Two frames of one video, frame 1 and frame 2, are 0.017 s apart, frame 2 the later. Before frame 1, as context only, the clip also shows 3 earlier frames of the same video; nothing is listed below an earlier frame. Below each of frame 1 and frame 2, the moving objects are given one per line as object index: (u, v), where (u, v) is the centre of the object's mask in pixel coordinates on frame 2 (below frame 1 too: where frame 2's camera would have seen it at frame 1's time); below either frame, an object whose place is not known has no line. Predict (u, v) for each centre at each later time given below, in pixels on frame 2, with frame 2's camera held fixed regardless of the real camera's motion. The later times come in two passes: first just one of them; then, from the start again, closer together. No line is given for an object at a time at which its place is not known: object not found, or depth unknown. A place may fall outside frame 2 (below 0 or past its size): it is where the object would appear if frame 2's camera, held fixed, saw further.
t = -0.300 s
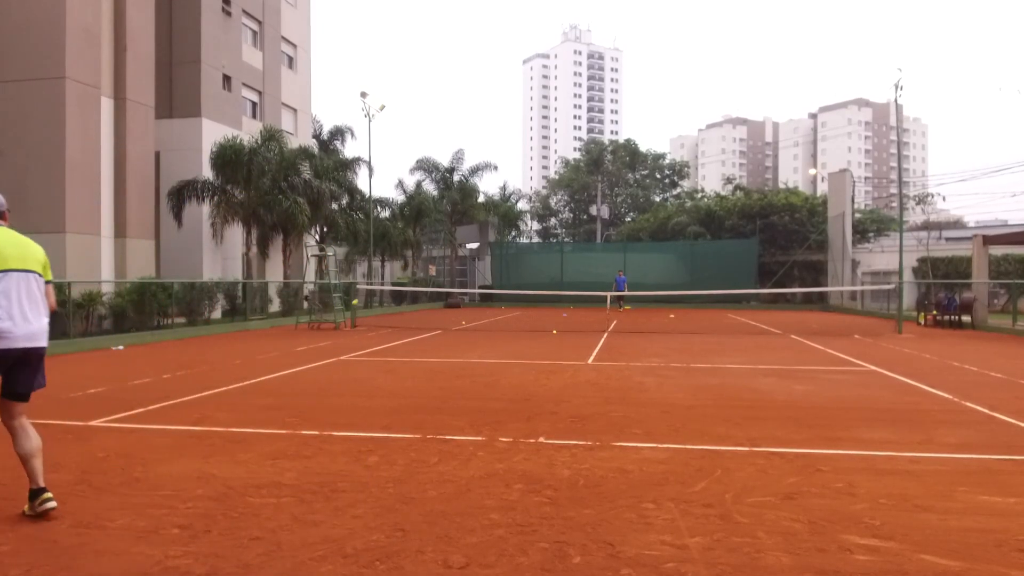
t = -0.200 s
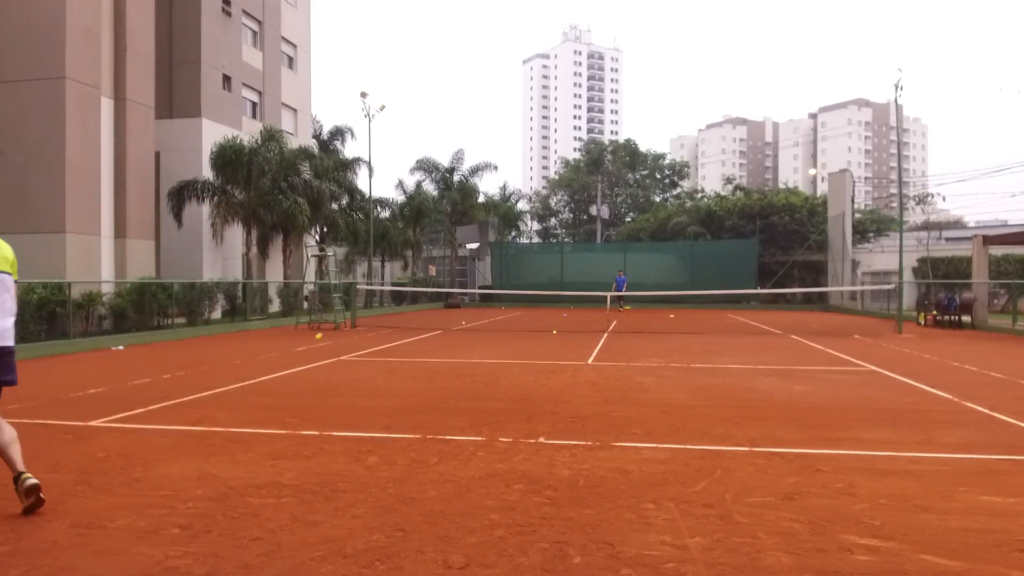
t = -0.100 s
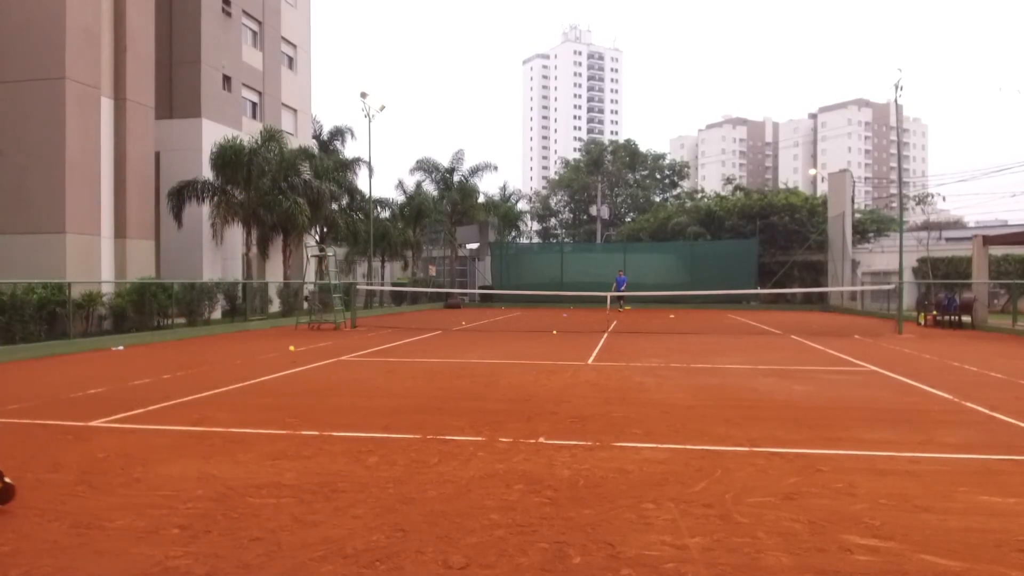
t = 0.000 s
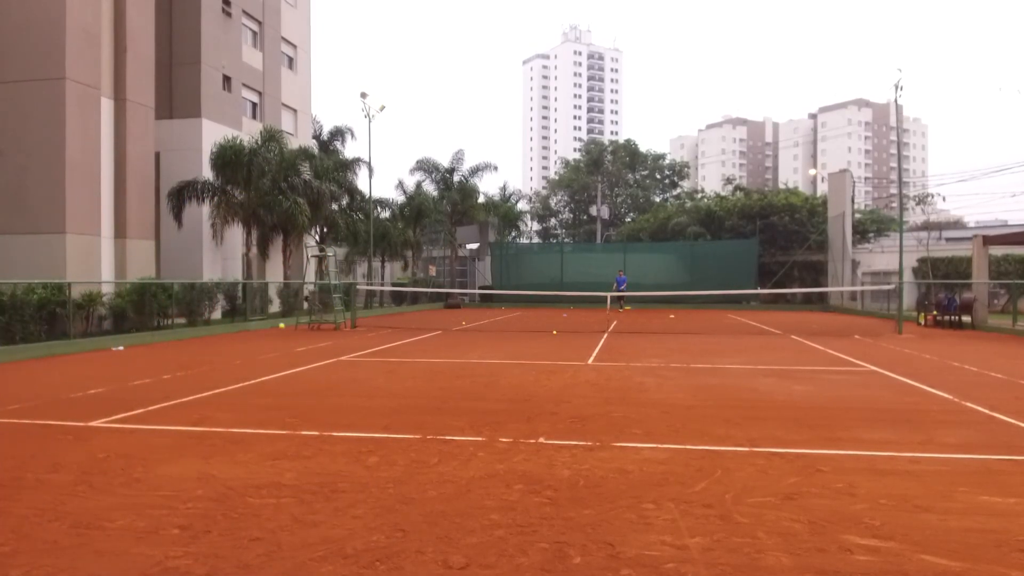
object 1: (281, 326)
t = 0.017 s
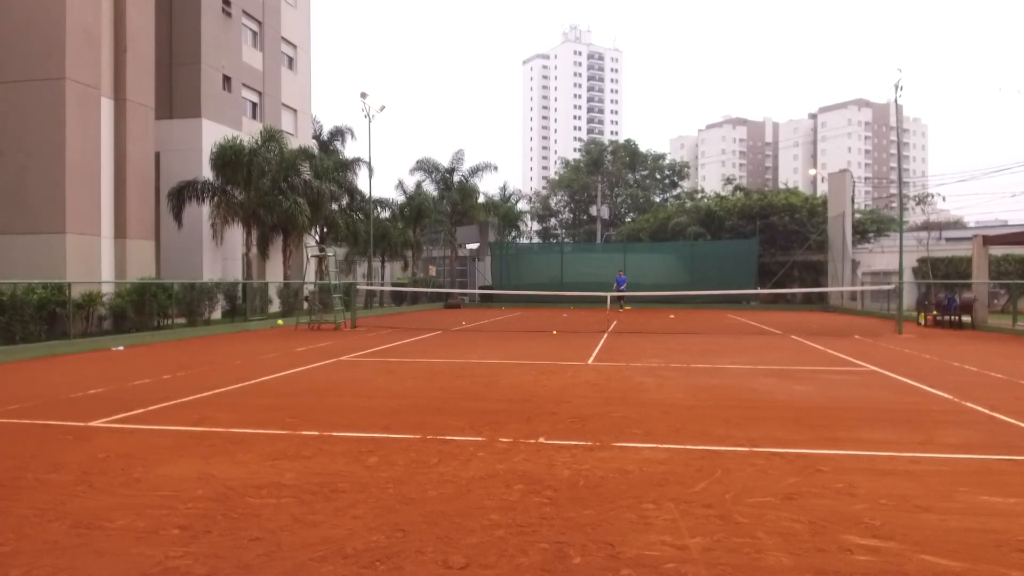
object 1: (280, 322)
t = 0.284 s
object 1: (251, 293)
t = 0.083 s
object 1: (272, 311)
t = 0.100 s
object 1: (271, 309)
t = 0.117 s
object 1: (269, 306)
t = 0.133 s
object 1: (268, 304)
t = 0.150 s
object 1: (266, 302)
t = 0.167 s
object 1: (264, 300)
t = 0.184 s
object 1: (262, 299)
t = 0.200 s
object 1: (260, 298)
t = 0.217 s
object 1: (259, 296)
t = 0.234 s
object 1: (257, 295)
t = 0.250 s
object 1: (255, 294)
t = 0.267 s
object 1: (253, 294)
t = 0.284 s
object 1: (251, 293)
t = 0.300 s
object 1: (249, 293)
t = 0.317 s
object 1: (247, 293)
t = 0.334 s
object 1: (245, 293)
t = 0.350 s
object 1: (243, 293)
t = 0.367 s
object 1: (241, 294)
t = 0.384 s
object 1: (240, 294)
